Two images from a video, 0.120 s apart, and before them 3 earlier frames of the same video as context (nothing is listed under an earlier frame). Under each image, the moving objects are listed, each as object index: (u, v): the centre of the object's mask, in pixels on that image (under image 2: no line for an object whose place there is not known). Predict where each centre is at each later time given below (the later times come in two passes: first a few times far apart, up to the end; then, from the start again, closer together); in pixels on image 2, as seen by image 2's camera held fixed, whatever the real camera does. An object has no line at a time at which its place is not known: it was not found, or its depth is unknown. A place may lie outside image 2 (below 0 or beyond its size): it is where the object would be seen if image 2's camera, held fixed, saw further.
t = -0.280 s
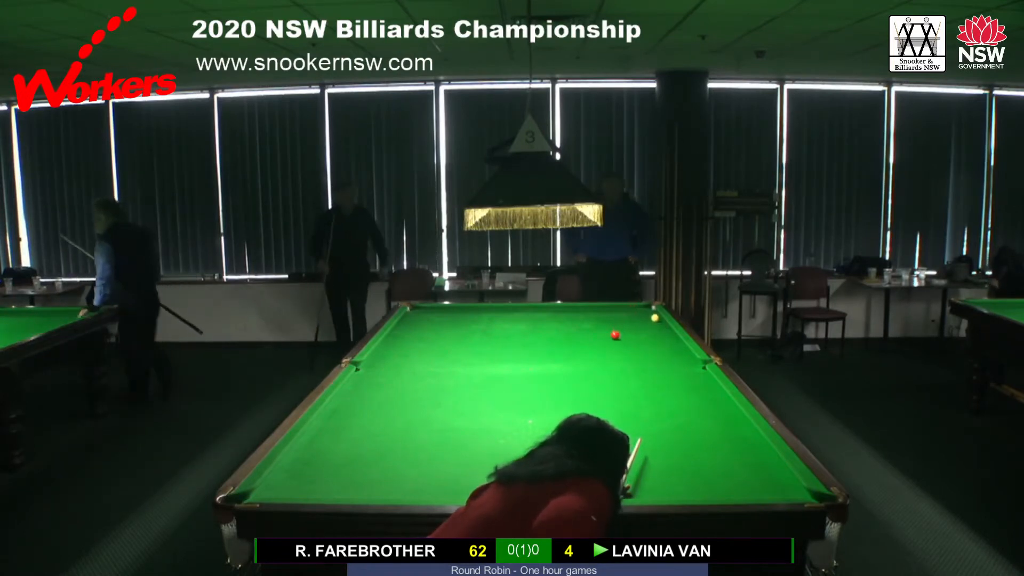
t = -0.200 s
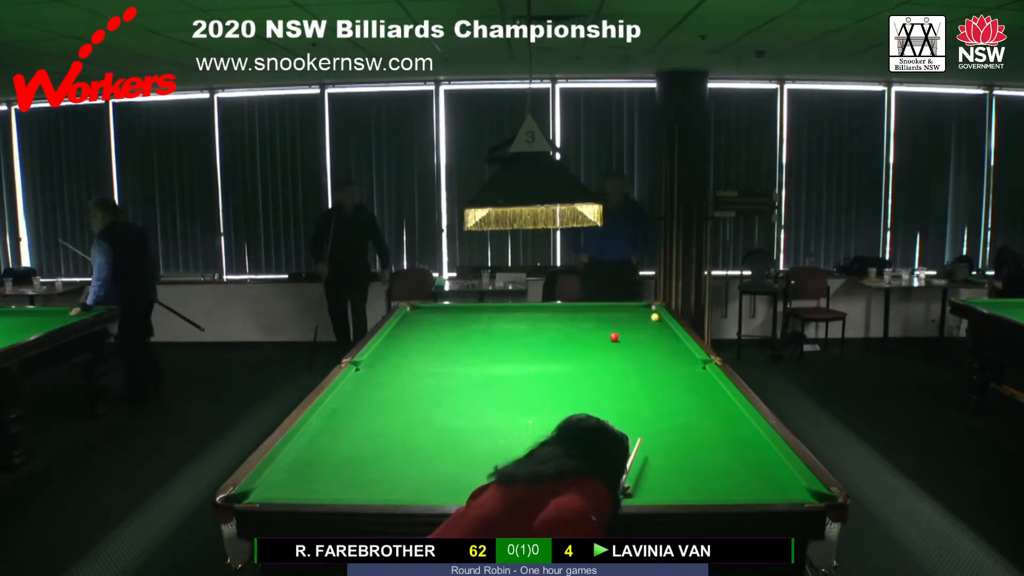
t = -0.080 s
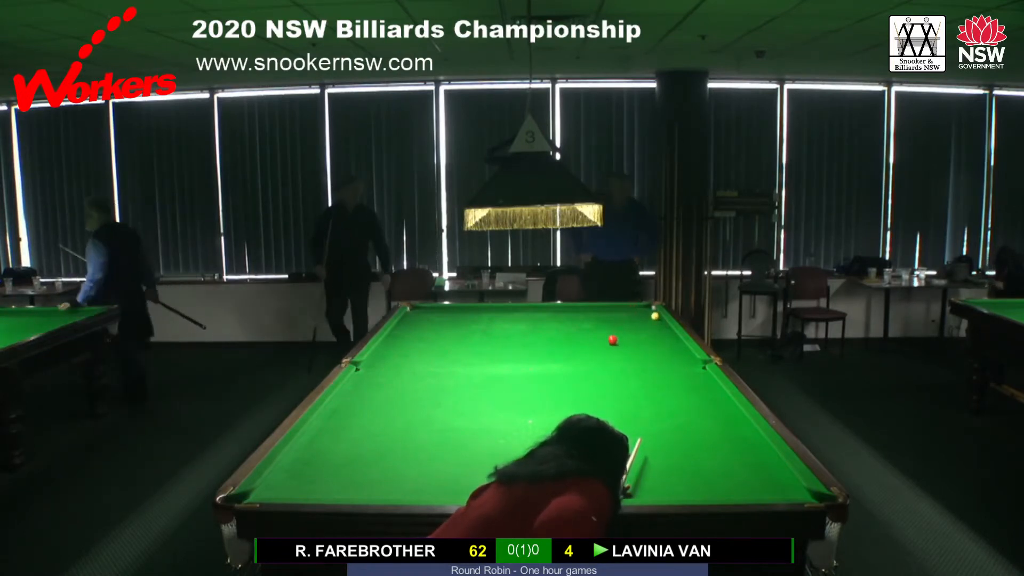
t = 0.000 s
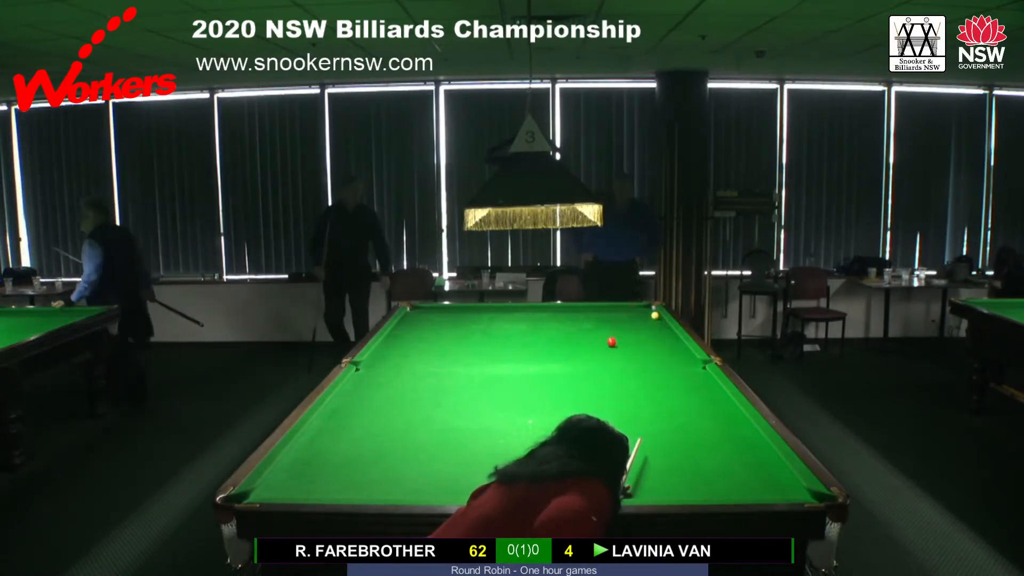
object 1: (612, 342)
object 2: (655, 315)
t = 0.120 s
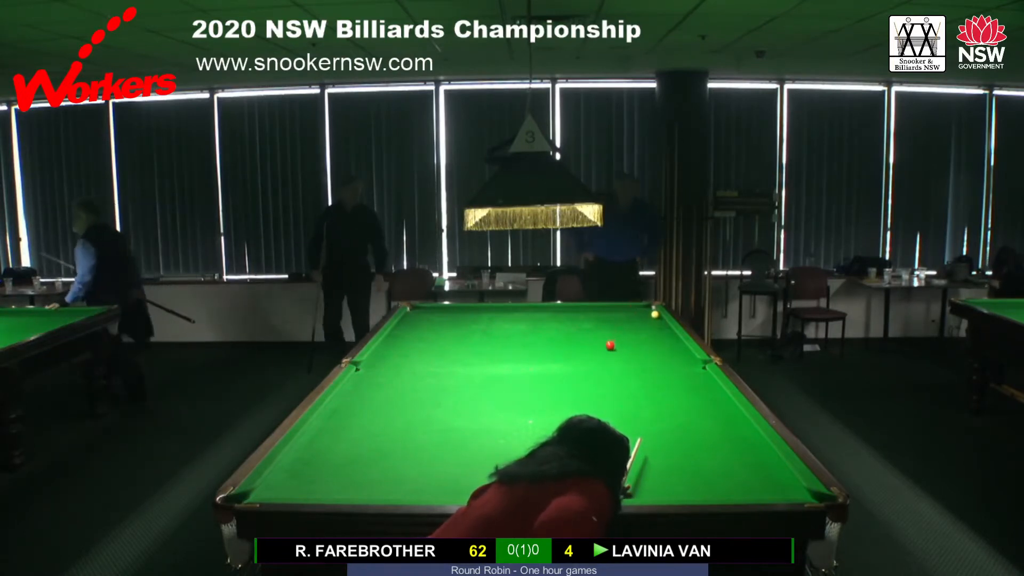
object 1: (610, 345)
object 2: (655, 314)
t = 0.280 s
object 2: (655, 313)
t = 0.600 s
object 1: (604, 358)
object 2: (653, 311)
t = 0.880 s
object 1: (601, 366)
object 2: (651, 310)
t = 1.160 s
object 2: (650, 308)
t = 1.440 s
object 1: (594, 383)
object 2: (648, 308)
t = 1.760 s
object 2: (647, 307)
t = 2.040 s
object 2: (646, 306)
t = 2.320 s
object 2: (646, 306)
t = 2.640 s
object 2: (646, 306)
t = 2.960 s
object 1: (569, 428)
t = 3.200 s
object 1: (566, 436)
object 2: (646, 306)
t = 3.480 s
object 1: (561, 444)
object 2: (646, 306)
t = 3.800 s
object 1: (556, 453)
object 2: (646, 306)
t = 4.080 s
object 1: (552, 461)
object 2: (646, 306)
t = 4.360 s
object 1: (548, 468)
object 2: (646, 306)
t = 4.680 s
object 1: (544, 475)
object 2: (646, 306)
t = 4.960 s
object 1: (540, 480)
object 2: (646, 306)
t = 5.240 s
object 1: (537, 485)
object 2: (646, 306)
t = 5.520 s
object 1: (533, 488)
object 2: (646, 306)
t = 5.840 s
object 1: (530, 491)
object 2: (646, 306)
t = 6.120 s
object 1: (527, 492)
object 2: (646, 306)
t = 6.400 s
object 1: (526, 493)
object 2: (646, 306)
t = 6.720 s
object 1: (525, 493)
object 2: (646, 306)
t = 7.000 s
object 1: (525, 493)
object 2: (646, 306)
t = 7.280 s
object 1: (525, 493)
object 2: (646, 305)
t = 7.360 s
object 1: (525, 493)
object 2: (646, 305)
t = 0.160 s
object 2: (655, 314)
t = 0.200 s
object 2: (655, 314)
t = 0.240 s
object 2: (655, 313)
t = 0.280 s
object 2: (655, 313)
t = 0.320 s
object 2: (655, 313)
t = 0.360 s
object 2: (655, 312)
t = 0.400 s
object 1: (607, 353)
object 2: (655, 312)
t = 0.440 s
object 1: (606, 354)
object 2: (654, 312)
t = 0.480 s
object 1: (606, 355)
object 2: (654, 312)
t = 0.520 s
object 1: (605, 356)
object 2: (654, 312)
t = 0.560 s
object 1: (605, 357)
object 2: (653, 311)
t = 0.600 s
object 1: (604, 358)
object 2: (653, 311)
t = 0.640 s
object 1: (604, 359)
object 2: (653, 311)
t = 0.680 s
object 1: (603, 361)
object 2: (653, 311)
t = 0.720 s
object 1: (603, 362)
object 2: (652, 311)
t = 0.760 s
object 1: (603, 363)
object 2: (652, 310)
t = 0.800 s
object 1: (602, 364)
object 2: (652, 310)
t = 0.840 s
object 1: (601, 365)
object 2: (652, 310)
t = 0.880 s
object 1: (601, 366)
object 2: (651, 310)
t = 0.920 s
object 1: (601, 368)
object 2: (651, 310)
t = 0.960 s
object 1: (600, 369)
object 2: (651, 310)
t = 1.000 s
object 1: (599, 370)
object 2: (651, 310)
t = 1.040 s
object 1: (599, 371)
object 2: (651, 310)
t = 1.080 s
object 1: (598, 372)
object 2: (650, 309)
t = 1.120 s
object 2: (650, 309)
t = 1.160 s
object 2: (650, 308)
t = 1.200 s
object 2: (649, 308)
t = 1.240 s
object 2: (649, 308)
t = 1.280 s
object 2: (649, 308)
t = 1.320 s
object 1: (595, 379)
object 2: (648, 308)
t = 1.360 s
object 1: (595, 381)
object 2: (648, 308)
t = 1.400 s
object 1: (594, 382)
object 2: (648, 308)
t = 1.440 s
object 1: (594, 383)
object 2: (648, 308)
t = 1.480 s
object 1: (593, 384)
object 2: (647, 307)
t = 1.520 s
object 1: (592, 385)
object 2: (648, 307)
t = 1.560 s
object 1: (592, 387)
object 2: (647, 307)
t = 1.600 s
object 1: (591, 388)
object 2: (647, 307)
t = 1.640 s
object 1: (591, 389)
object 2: (647, 307)
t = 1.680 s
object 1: (590, 390)
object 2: (647, 307)
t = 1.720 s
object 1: (590, 389)
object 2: (647, 307)
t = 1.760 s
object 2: (647, 307)
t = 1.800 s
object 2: (647, 306)
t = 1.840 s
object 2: (647, 306)
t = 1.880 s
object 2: (647, 306)
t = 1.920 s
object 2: (646, 306)
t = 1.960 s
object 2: (646, 306)
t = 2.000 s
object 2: (646, 306)
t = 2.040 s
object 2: (646, 306)
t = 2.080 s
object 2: (646, 306)
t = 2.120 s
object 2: (646, 306)
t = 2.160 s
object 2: (646, 306)
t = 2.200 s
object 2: (646, 306)
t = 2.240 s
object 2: (646, 306)
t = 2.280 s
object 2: (646, 306)
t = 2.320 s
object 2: (646, 306)
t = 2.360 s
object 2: (646, 306)
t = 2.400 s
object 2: (646, 306)
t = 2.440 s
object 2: (646, 306)
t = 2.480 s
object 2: (646, 306)
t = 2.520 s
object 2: (646, 306)
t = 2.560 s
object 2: (646, 306)
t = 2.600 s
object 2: (646, 306)
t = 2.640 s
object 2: (646, 306)
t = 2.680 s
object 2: (646, 306)
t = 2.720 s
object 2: (646, 305)
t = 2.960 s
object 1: (569, 428)
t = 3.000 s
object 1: (569, 430)
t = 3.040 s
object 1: (569, 431)
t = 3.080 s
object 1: (568, 433)
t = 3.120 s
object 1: (567, 434)
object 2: (645, 306)
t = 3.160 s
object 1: (567, 435)
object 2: (646, 306)
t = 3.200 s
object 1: (566, 436)
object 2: (646, 306)
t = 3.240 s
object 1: (565, 437)
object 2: (646, 306)
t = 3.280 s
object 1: (565, 438)
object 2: (646, 306)
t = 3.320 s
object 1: (564, 440)
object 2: (646, 306)
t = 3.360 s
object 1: (563, 441)
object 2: (646, 306)
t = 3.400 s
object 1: (563, 442)
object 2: (646, 306)
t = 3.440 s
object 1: (562, 443)
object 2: (646, 306)
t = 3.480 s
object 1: (561, 444)
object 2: (646, 306)
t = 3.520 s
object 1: (561, 446)
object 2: (646, 306)
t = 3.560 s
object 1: (560, 447)
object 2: (646, 306)
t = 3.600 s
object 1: (559, 448)
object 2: (646, 306)
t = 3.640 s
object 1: (559, 449)
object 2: (646, 306)
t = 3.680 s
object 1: (558, 450)
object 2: (646, 306)
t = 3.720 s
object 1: (557, 451)
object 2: (646, 306)
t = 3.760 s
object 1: (557, 452)
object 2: (646, 306)
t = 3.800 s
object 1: (556, 453)
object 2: (646, 306)
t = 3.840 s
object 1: (555, 454)
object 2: (646, 306)
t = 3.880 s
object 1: (555, 456)
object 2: (646, 306)
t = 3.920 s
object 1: (554, 457)
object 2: (646, 306)
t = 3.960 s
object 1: (554, 458)
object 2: (646, 306)
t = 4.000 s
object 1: (553, 459)
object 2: (646, 306)
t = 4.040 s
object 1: (553, 460)
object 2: (646, 306)
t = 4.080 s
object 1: (552, 461)
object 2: (646, 306)
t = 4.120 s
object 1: (551, 462)
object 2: (646, 306)
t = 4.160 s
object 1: (551, 463)
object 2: (646, 306)
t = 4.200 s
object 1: (550, 464)
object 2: (646, 306)
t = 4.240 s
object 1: (550, 465)
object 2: (646, 306)
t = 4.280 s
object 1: (549, 466)
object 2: (646, 306)
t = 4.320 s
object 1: (549, 467)
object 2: (646, 306)
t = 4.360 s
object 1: (548, 468)
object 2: (646, 306)
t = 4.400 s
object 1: (548, 469)
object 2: (646, 306)
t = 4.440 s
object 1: (547, 469)
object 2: (646, 306)
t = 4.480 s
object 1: (547, 470)
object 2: (646, 306)
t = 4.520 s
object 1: (546, 471)
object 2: (646, 306)
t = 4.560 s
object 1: (545, 472)
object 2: (646, 306)
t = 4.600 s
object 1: (545, 473)
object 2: (646, 306)
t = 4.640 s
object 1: (545, 474)
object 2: (646, 306)
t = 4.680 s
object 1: (544, 475)
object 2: (646, 306)
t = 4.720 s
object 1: (543, 475)
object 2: (646, 306)
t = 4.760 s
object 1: (543, 476)
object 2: (646, 306)
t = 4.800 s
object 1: (542, 477)
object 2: (646, 306)
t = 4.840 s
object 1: (542, 478)
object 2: (646, 306)
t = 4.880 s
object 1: (541, 479)
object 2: (646, 306)
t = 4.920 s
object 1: (541, 479)
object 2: (646, 306)
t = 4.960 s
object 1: (540, 480)
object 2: (646, 306)
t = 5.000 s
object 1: (540, 481)
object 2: (646, 306)
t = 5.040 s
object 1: (539, 481)
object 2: (646, 306)
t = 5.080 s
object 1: (539, 482)
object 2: (646, 306)
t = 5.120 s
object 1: (538, 483)
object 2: (646, 306)
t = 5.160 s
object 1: (538, 484)
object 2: (646, 306)
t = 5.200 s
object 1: (537, 484)
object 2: (646, 306)
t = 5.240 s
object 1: (537, 485)
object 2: (646, 306)
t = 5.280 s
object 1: (536, 485)
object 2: (646, 306)
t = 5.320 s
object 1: (536, 486)
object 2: (646, 306)
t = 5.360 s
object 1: (535, 487)
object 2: (646, 306)
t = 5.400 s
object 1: (535, 487)
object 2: (646, 306)
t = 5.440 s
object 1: (534, 488)
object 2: (646, 306)
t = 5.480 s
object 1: (534, 488)
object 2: (646, 306)
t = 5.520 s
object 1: (533, 488)
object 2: (646, 306)
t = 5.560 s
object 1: (533, 489)
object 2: (646, 306)
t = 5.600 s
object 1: (532, 489)
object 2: (646, 306)
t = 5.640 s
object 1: (532, 490)
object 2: (646, 306)
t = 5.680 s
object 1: (532, 490)
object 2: (646, 306)
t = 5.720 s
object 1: (531, 490)
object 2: (646, 306)
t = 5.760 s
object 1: (531, 490)
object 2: (646, 306)
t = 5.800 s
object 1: (530, 491)
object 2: (646, 306)
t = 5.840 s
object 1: (530, 491)
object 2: (646, 306)
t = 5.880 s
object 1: (529, 491)
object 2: (646, 306)
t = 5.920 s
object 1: (529, 491)
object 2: (646, 306)
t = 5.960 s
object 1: (529, 492)
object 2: (646, 306)
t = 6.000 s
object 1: (528, 492)
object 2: (646, 306)
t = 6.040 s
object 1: (528, 492)
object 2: (646, 306)
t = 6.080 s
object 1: (528, 492)
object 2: (646, 306)
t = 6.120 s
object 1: (527, 492)
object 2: (646, 306)
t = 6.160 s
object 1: (527, 492)
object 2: (646, 306)
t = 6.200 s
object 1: (527, 493)
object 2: (646, 306)
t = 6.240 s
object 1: (527, 493)
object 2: (646, 306)
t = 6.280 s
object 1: (526, 493)
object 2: (646, 306)
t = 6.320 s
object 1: (526, 493)
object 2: (646, 306)
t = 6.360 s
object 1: (526, 493)
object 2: (646, 306)
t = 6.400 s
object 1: (526, 493)
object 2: (646, 306)
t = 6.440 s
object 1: (526, 493)
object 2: (646, 306)
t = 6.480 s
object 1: (526, 493)
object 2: (646, 306)
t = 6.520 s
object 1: (526, 493)
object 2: (646, 306)
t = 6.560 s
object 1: (525, 493)
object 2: (646, 306)
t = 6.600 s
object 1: (525, 493)
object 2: (646, 306)
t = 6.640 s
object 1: (525, 493)
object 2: (646, 306)
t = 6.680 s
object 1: (525, 493)
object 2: (646, 306)
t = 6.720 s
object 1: (525, 493)
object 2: (646, 306)
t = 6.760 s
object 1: (525, 493)
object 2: (646, 306)
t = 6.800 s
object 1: (525, 493)
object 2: (646, 306)
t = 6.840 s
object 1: (525, 493)
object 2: (646, 306)
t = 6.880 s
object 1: (525, 493)
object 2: (646, 306)
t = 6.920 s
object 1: (525, 493)
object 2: (646, 306)
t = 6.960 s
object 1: (525, 493)
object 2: (646, 306)
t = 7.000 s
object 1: (525, 493)
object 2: (646, 306)
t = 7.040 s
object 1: (525, 493)
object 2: (646, 306)
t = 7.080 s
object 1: (525, 493)
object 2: (646, 306)
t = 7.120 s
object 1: (525, 493)
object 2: (646, 305)
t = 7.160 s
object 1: (525, 493)
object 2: (646, 305)
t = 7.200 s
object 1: (525, 493)
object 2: (646, 305)
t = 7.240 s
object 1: (525, 493)
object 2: (646, 305)
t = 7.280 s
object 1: (525, 493)
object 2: (646, 305)
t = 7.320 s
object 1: (525, 493)
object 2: (646, 305)
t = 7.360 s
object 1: (525, 493)
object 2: (646, 305)
